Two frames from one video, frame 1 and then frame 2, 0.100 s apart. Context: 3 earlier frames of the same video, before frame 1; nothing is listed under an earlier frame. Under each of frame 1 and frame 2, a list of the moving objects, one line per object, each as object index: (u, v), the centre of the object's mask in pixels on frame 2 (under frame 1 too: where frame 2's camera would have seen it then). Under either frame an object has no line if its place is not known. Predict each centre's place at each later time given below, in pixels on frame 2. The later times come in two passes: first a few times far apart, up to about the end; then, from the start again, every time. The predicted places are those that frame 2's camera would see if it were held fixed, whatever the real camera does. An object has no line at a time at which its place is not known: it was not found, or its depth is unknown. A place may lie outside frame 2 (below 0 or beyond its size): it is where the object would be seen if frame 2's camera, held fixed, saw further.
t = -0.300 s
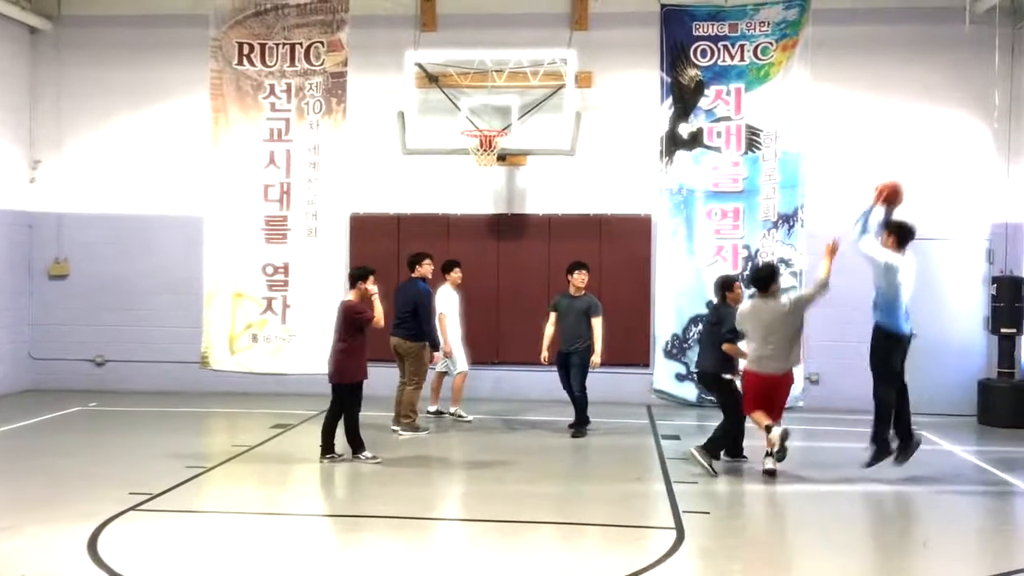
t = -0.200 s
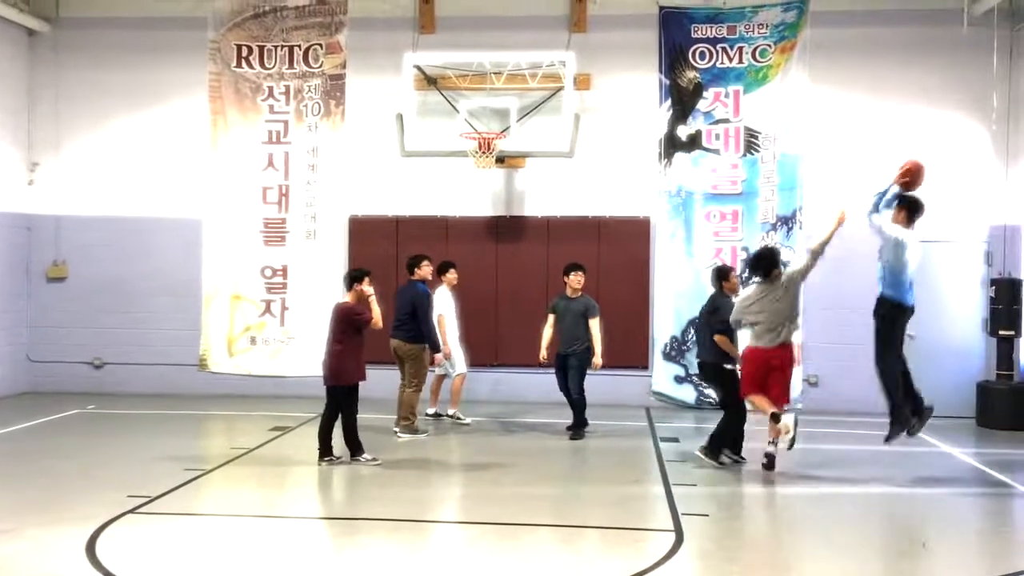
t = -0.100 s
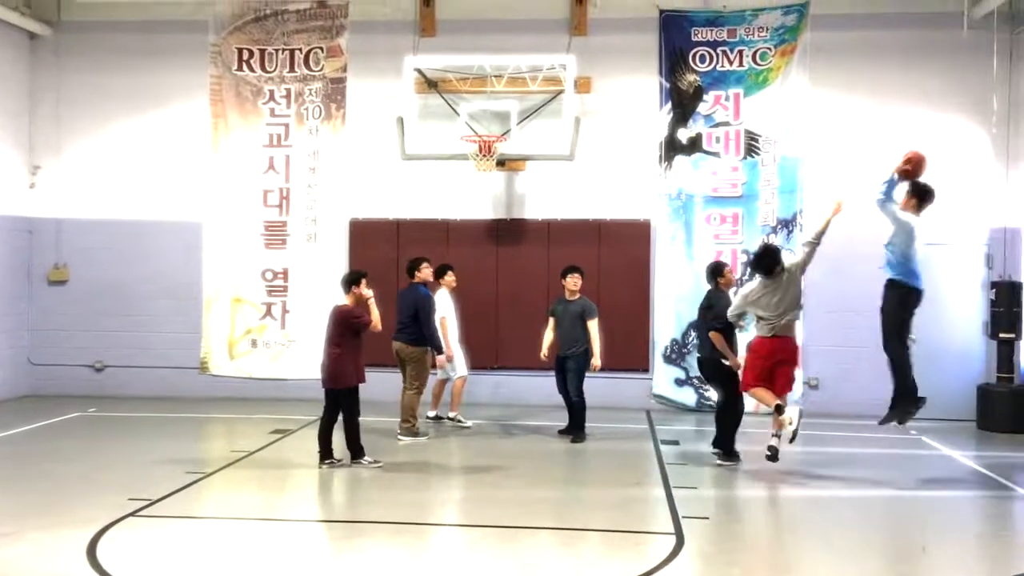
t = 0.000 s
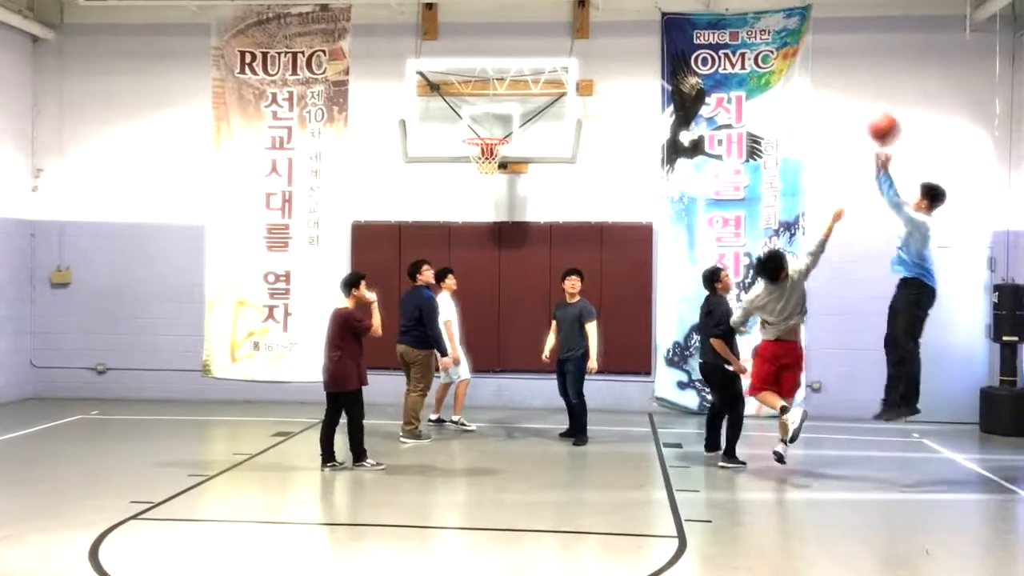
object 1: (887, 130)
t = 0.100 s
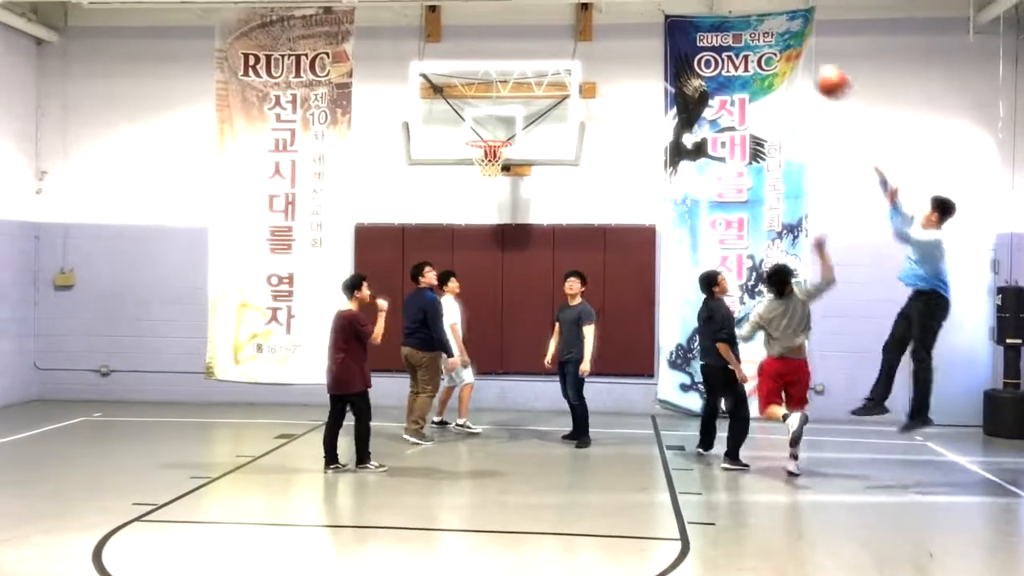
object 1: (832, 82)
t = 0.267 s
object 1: (749, 32)
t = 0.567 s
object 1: (620, 27)
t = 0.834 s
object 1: (520, 94)
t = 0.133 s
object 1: (814, 68)
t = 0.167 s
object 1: (798, 57)
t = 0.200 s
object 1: (782, 48)
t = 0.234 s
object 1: (765, 37)
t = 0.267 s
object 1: (749, 32)
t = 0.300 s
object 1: (734, 26)
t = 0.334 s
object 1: (720, 21)
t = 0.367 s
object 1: (705, 19)
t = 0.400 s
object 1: (691, 17)
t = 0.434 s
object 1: (676, 18)
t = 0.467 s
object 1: (662, 18)
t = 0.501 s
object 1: (648, 20)
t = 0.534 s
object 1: (635, 23)
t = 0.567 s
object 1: (620, 27)
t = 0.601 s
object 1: (607, 32)
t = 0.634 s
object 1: (594, 38)
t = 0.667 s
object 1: (581, 45)
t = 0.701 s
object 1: (568, 52)
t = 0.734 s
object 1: (556, 61)
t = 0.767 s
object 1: (544, 71)
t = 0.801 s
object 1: (532, 82)
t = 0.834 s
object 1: (520, 94)
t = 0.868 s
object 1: (508, 108)
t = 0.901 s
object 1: (498, 120)
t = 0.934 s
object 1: (487, 132)
